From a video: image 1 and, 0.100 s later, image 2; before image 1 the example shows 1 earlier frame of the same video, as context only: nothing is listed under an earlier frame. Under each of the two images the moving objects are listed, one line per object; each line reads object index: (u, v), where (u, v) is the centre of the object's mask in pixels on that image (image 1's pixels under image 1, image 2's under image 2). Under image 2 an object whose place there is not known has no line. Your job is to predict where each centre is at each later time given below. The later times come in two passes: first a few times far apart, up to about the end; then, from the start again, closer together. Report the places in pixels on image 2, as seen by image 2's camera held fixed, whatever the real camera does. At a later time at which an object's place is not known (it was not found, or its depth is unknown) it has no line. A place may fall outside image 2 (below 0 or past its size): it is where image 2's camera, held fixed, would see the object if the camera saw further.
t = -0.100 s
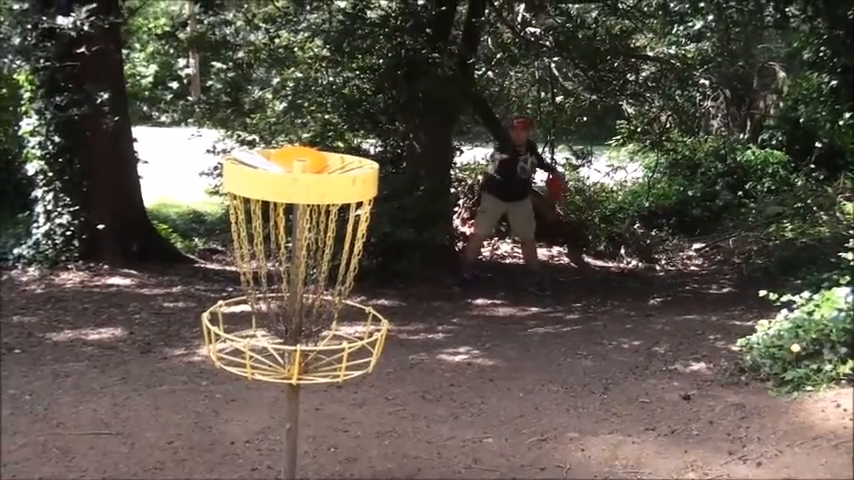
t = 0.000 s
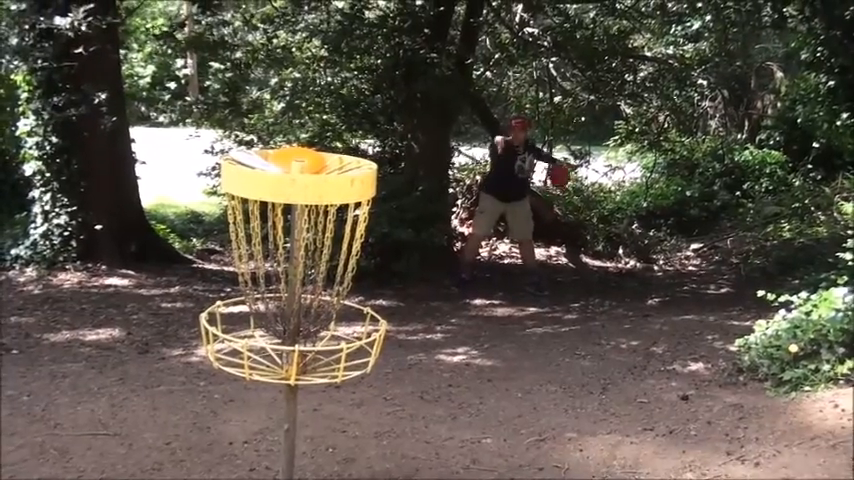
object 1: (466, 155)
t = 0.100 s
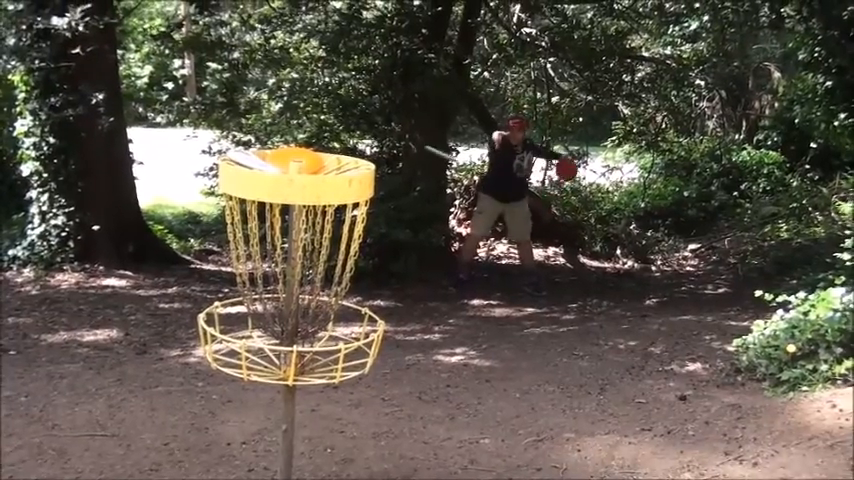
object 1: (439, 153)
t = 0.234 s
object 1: (398, 174)
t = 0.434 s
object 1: (326, 272)
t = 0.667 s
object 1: (312, 351)
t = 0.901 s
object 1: (305, 352)
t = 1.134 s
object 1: (304, 353)
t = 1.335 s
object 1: (301, 352)
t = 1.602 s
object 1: (298, 353)
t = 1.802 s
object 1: (298, 353)
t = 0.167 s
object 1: (420, 160)
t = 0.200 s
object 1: (410, 166)
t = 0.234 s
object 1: (398, 174)
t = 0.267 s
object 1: (390, 186)
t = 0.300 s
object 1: (383, 203)
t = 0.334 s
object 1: (372, 222)
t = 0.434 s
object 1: (326, 272)
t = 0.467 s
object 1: (319, 284)
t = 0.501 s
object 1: (315, 278)
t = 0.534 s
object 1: (314, 297)
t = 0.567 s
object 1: (313, 305)
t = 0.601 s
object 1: (312, 333)
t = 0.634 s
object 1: (314, 345)
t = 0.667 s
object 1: (312, 351)
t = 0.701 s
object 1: (308, 347)
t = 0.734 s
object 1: (307, 347)
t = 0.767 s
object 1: (306, 348)
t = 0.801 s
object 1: (304, 352)
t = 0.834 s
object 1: (304, 352)
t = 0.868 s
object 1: (304, 352)
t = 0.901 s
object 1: (305, 352)
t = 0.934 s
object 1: (305, 352)
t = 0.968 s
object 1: (305, 352)
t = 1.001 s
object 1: (305, 352)
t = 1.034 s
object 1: (304, 352)
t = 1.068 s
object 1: (304, 353)
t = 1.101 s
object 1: (304, 353)
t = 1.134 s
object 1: (304, 353)
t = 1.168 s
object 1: (303, 353)
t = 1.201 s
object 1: (303, 353)
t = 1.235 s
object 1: (302, 352)
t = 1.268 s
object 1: (302, 352)
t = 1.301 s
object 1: (302, 353)
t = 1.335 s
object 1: (301, 352)
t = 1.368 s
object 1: (301, 352)
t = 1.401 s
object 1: (300, 353)
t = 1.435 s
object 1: (299, 353)
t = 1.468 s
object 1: (299, 353)
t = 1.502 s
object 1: (298, 353)
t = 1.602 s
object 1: (298, 353)
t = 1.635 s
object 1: (298, 353)
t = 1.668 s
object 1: (298, 353)
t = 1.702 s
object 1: (298, 353)
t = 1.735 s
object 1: (298, 353)
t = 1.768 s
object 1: (298, 353)
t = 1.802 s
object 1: (298, 353)
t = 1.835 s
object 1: (298, 353)
